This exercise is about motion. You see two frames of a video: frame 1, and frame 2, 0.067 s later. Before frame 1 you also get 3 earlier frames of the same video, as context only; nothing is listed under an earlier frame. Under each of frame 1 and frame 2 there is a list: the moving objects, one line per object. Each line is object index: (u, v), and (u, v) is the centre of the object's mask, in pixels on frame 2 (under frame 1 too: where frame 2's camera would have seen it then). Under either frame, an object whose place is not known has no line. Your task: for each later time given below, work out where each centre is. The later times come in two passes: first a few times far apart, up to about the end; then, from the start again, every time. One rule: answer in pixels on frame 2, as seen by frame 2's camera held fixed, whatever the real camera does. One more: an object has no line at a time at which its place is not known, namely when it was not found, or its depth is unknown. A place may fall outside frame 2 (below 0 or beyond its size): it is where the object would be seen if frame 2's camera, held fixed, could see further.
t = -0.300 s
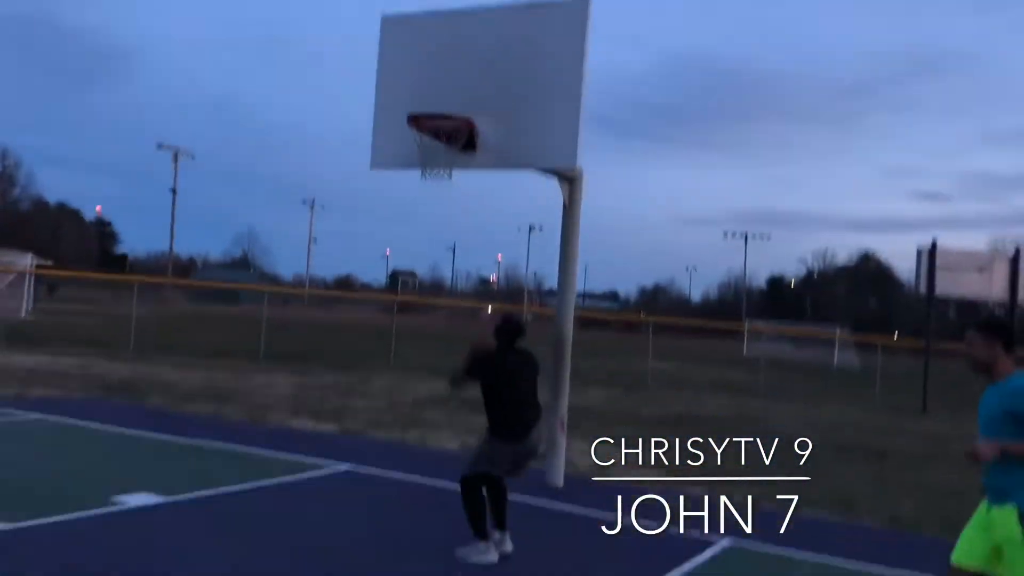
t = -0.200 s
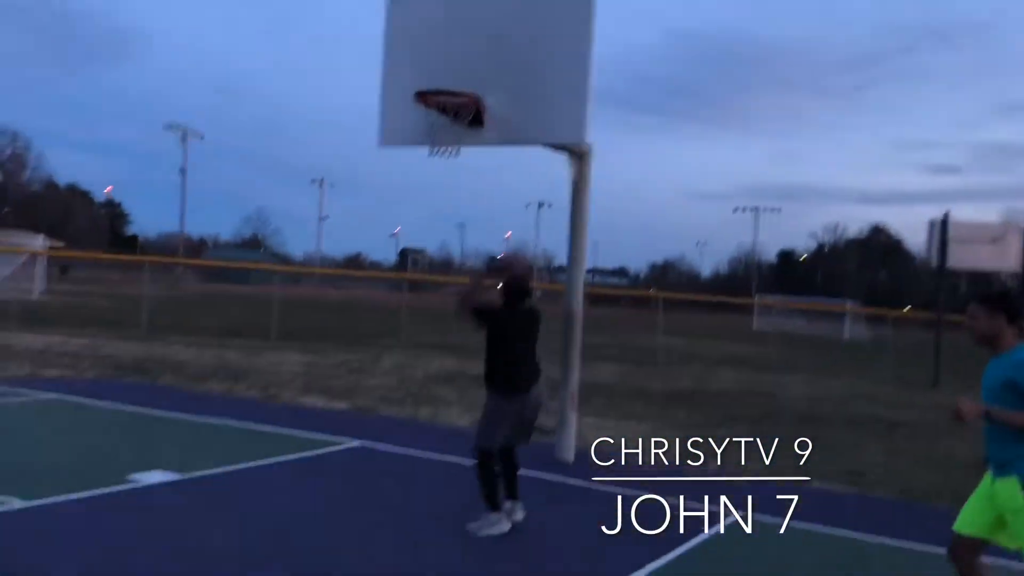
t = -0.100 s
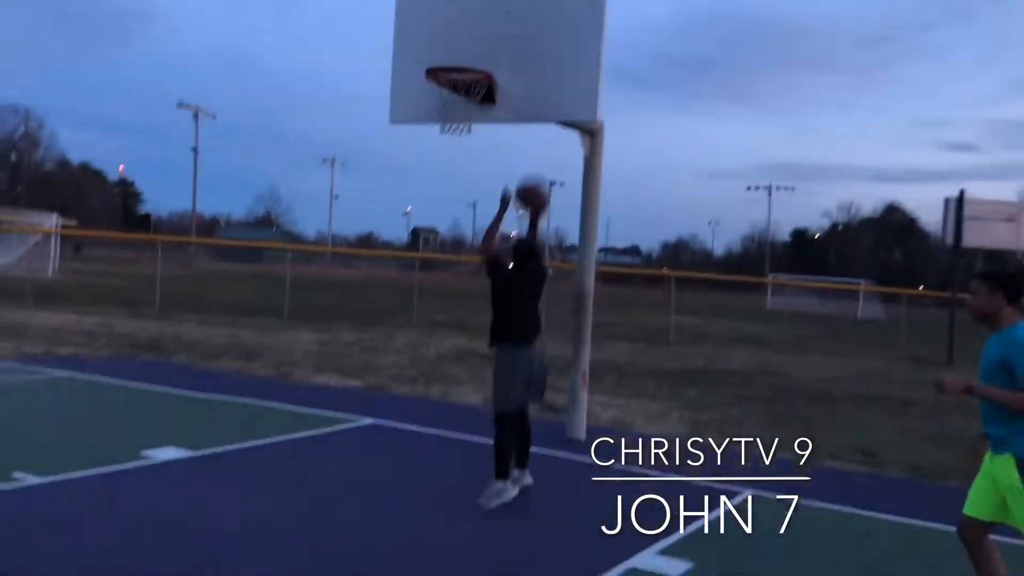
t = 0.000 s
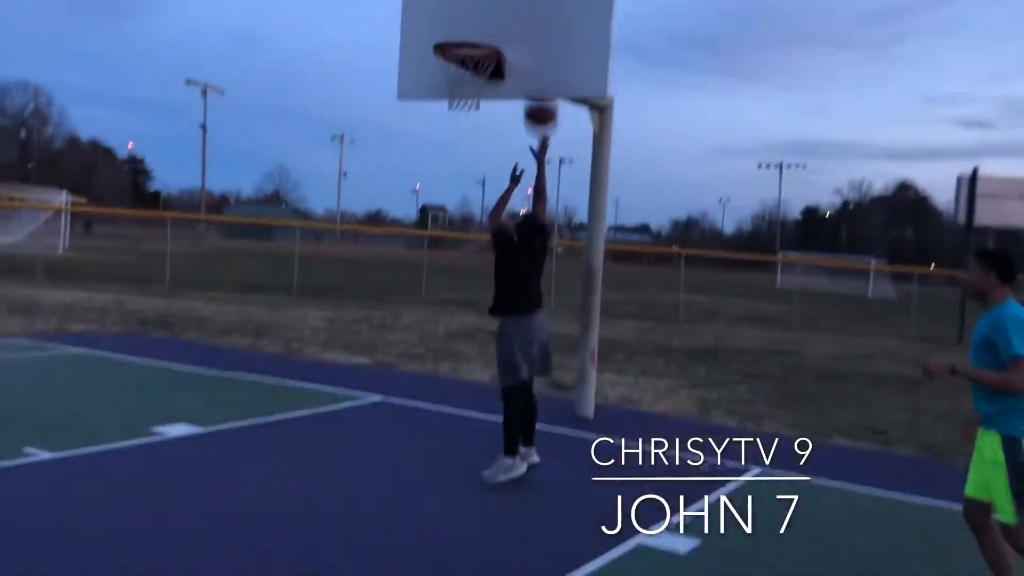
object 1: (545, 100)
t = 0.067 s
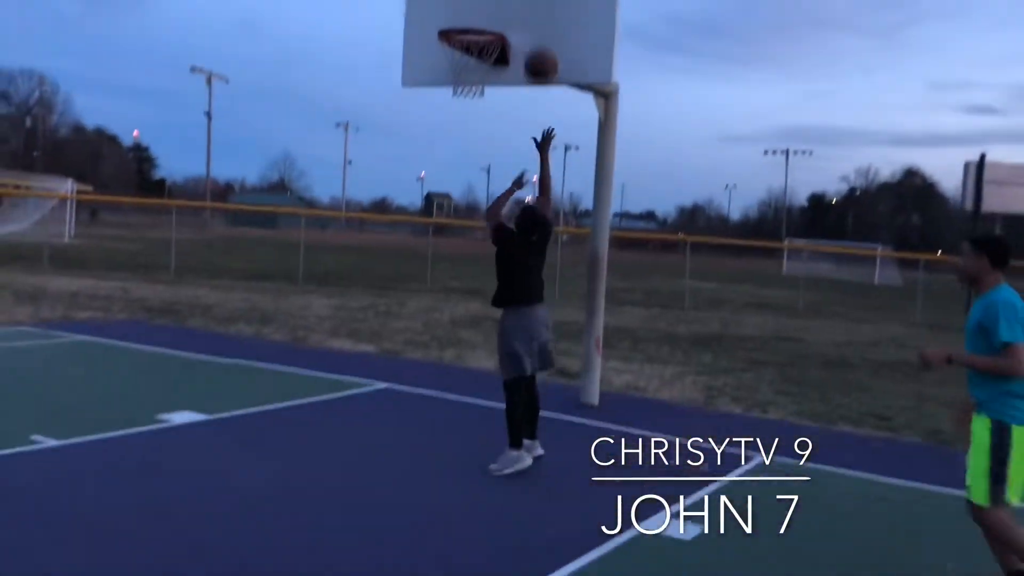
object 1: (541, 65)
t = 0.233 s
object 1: (529, 15)
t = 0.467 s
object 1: (498, -5)
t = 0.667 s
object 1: (465, 51)
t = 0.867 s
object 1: (450, 125)
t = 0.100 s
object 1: (538, 51)
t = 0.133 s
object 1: (535, 37)
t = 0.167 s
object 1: (533, 26)
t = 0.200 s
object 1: (531, 21)
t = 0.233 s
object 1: (529, 15)
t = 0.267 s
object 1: (526, 9)
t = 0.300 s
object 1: (522, 4)
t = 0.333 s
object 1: (517, -1)
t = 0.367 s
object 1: (512, -5)
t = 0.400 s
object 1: (507, -8)
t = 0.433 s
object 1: (502, -8)
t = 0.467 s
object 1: (498, -5)
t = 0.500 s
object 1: (492, 1)
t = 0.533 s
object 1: (487, 7)
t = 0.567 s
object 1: (482, 14)
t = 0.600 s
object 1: (477, 20)
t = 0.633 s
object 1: (473, 25)
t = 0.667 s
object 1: (465, 51)
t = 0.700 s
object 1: (459, 66)
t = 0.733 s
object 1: (456, 74)
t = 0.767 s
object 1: (455, 86)
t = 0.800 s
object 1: (453, 97)
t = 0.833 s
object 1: (452, 110)
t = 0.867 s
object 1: (450, 125)
